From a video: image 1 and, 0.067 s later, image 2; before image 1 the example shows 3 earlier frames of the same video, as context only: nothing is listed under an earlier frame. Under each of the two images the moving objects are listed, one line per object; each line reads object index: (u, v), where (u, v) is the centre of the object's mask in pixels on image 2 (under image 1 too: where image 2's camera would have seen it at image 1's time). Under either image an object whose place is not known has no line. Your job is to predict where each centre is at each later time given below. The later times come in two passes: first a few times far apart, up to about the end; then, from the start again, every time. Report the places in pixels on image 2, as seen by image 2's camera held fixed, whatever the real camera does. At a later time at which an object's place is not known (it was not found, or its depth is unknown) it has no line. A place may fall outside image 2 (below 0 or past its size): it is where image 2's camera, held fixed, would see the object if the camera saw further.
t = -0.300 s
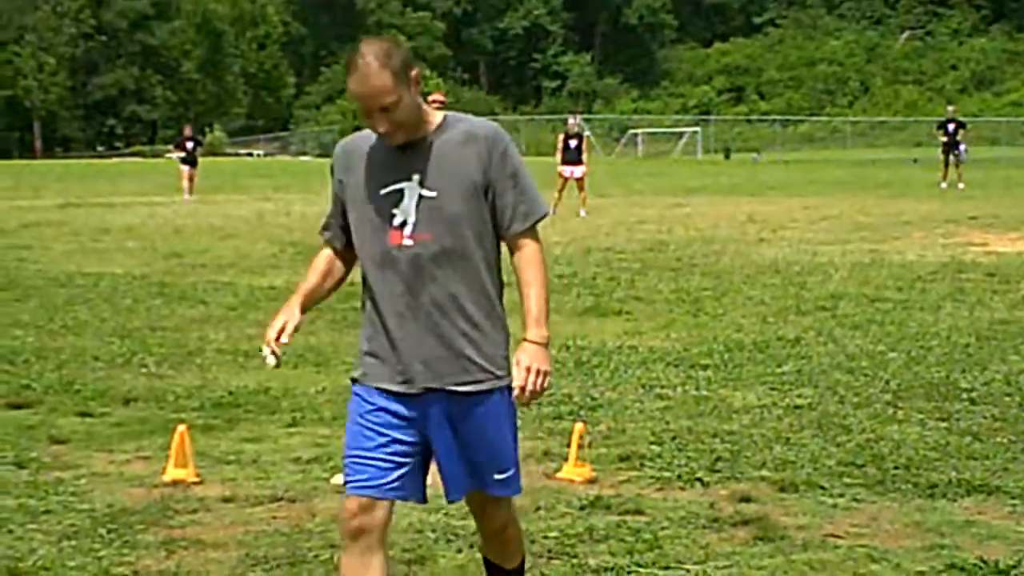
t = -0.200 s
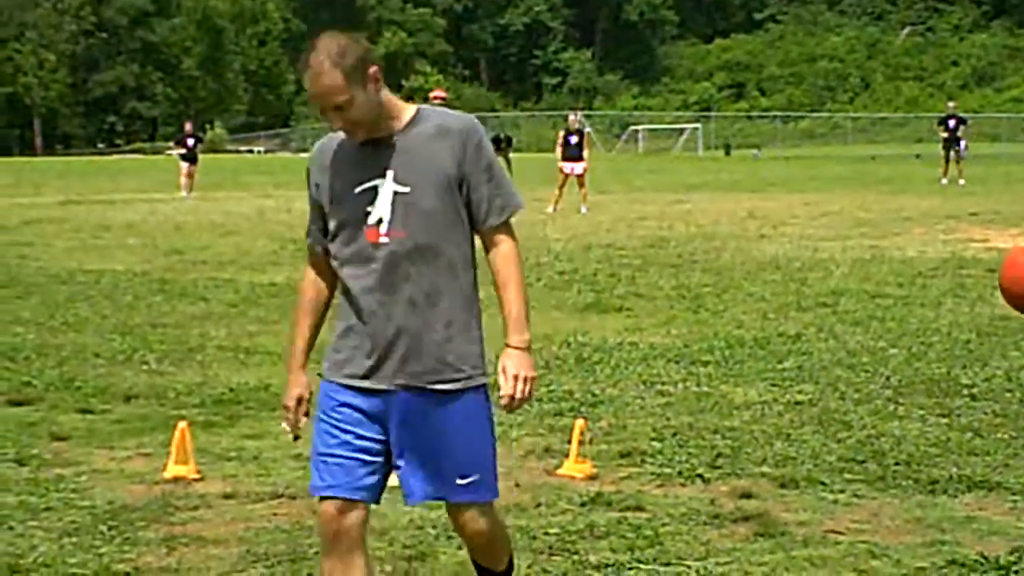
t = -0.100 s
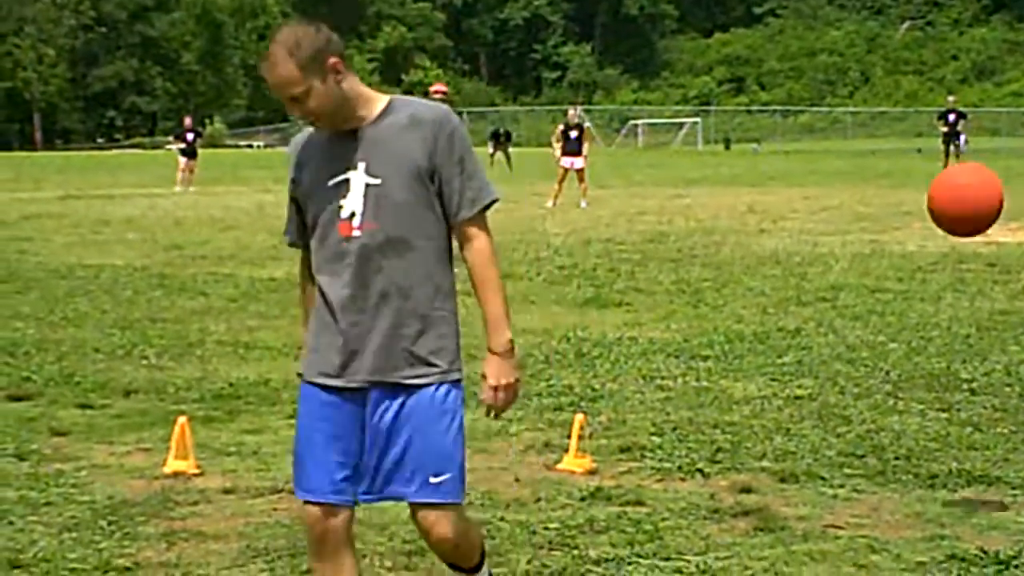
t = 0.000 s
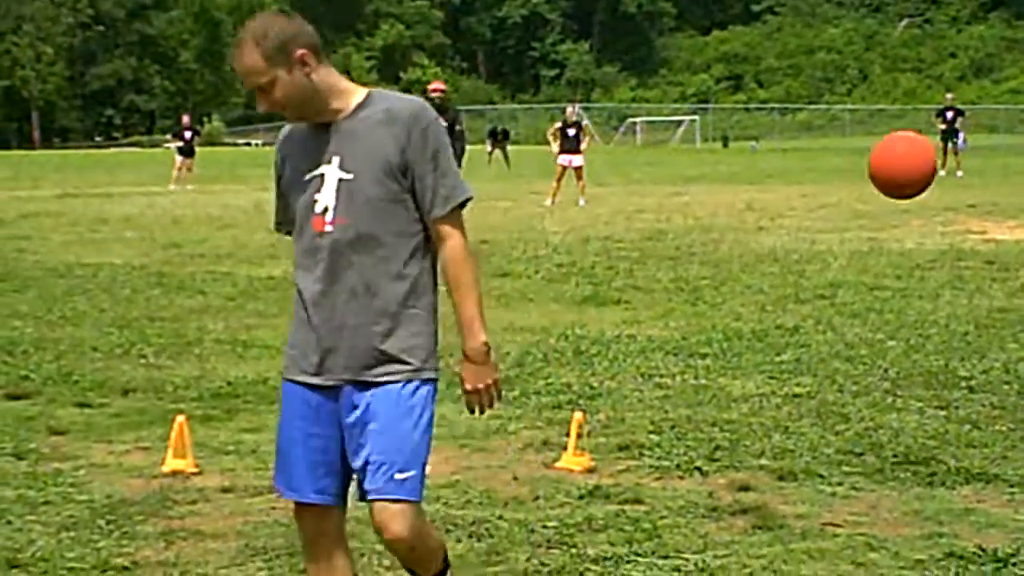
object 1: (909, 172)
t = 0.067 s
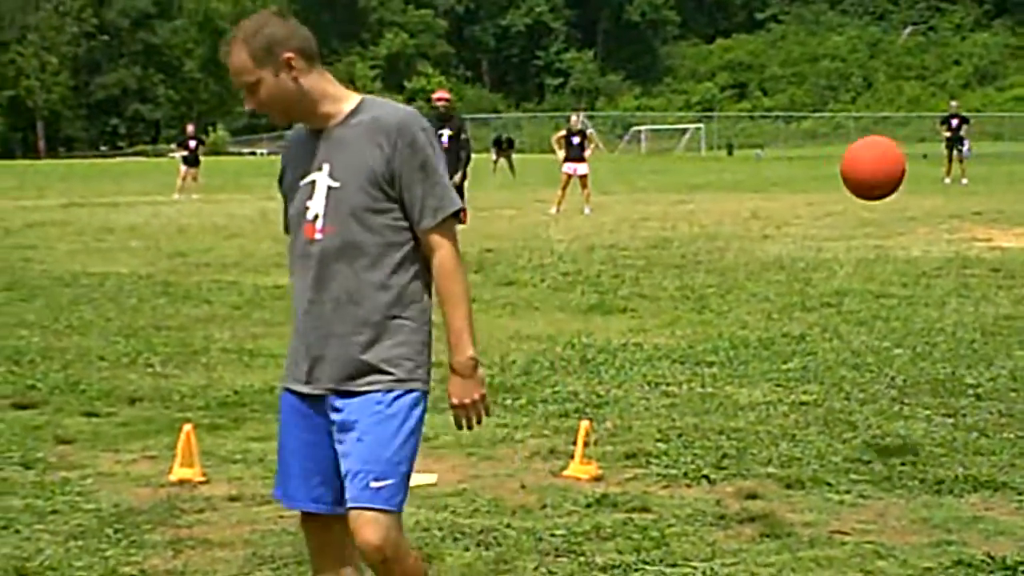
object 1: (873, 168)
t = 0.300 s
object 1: (783, 231)
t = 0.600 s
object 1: (720, 322)
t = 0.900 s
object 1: (693, 210)
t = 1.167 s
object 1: (675, 235)
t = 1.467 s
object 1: (658, 275)
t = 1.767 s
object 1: (635, 217)
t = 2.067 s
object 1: (621, 271)
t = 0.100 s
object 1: (858, 170)
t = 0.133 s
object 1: (843, 175)
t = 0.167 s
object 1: (830, 182)
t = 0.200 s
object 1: (817, 192)
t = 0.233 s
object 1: (806, 205)
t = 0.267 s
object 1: (794, 216)
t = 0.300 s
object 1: (783, 231)
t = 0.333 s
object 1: (774, 247)
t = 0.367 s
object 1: (765, 265)
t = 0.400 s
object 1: (757, 285)
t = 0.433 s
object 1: (749, 306)
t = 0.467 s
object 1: (742, 327)
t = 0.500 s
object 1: (734, 350)
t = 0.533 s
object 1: (728, 365)
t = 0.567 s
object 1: (725, 345)
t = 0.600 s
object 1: (720, 322)
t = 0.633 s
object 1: (717, 301)
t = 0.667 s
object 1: (713, 283)
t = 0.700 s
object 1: (710, 266)
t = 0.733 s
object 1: (707, 251)
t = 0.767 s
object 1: (704, 239)
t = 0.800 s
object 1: (700, 228)
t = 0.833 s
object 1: (698, 221)
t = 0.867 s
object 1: (695, 214)
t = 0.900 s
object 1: (693, 210)
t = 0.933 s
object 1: (690, 208)
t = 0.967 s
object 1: (688, 206)
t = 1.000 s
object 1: (686, 206)
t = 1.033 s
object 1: (683, 208)
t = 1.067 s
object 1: (681, 212)
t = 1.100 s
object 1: (679, 219)
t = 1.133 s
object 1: (677, 225)
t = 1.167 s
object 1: (675, 235)
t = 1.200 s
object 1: (673, 244)
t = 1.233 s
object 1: (672, 255)
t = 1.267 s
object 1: (671, 268)
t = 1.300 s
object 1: (670, 282)
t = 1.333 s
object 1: (667, 297)
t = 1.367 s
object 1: (666, 312)
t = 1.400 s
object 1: (664, 306)
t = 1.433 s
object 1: (661, 290)
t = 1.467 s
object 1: (658, 275)
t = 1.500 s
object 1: (654, 263)
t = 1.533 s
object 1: (652, 252)
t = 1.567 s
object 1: (649, 242)
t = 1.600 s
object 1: (646, 234)
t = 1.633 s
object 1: (644, 228)
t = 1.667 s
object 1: (642, 223)
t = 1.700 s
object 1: (639, 220)
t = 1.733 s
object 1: (637, 218)
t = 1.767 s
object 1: (635, 217)
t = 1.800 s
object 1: (633, 217)
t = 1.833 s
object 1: (632, 219)
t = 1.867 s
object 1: (630, 223)
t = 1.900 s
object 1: (628, 228)
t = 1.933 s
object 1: (626, 234)
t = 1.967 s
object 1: (625, 241)
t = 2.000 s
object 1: (624, 250)
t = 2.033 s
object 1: (622, 260)
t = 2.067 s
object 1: (621, 271)
